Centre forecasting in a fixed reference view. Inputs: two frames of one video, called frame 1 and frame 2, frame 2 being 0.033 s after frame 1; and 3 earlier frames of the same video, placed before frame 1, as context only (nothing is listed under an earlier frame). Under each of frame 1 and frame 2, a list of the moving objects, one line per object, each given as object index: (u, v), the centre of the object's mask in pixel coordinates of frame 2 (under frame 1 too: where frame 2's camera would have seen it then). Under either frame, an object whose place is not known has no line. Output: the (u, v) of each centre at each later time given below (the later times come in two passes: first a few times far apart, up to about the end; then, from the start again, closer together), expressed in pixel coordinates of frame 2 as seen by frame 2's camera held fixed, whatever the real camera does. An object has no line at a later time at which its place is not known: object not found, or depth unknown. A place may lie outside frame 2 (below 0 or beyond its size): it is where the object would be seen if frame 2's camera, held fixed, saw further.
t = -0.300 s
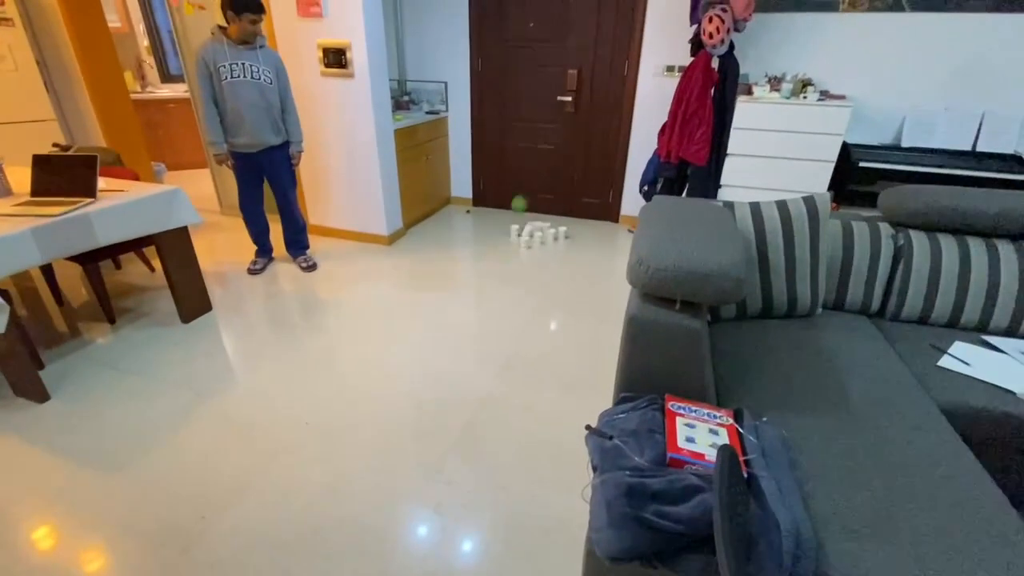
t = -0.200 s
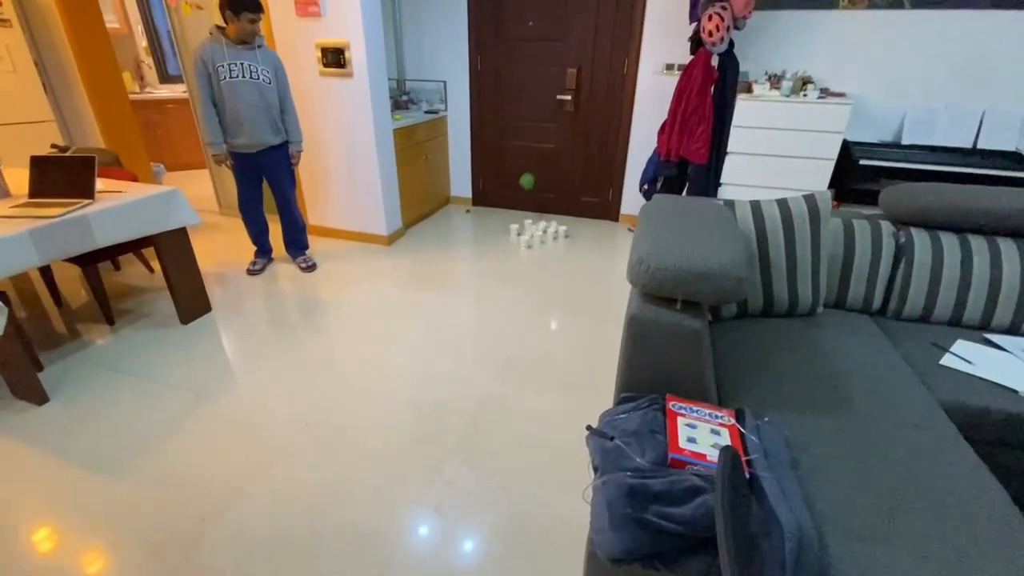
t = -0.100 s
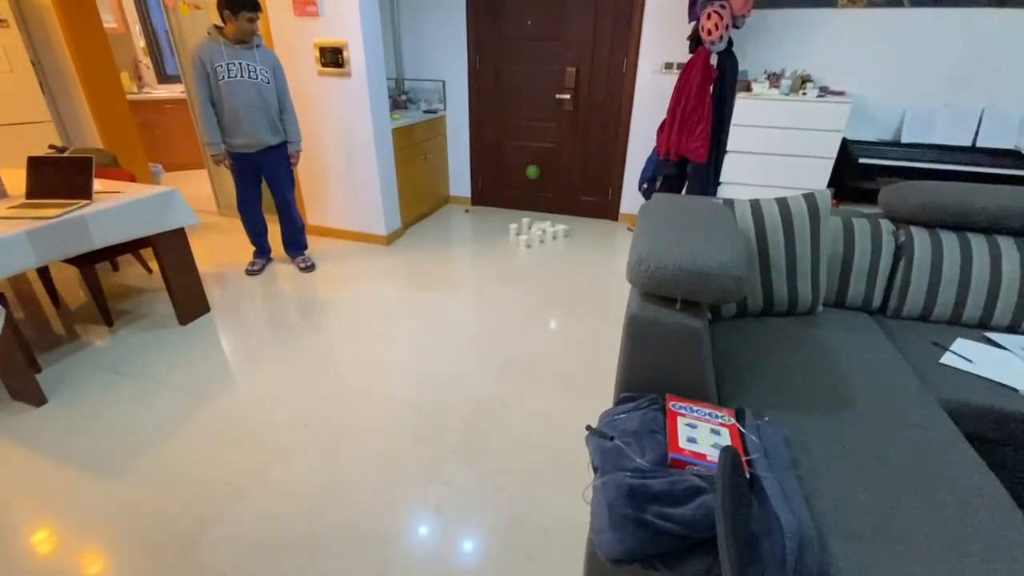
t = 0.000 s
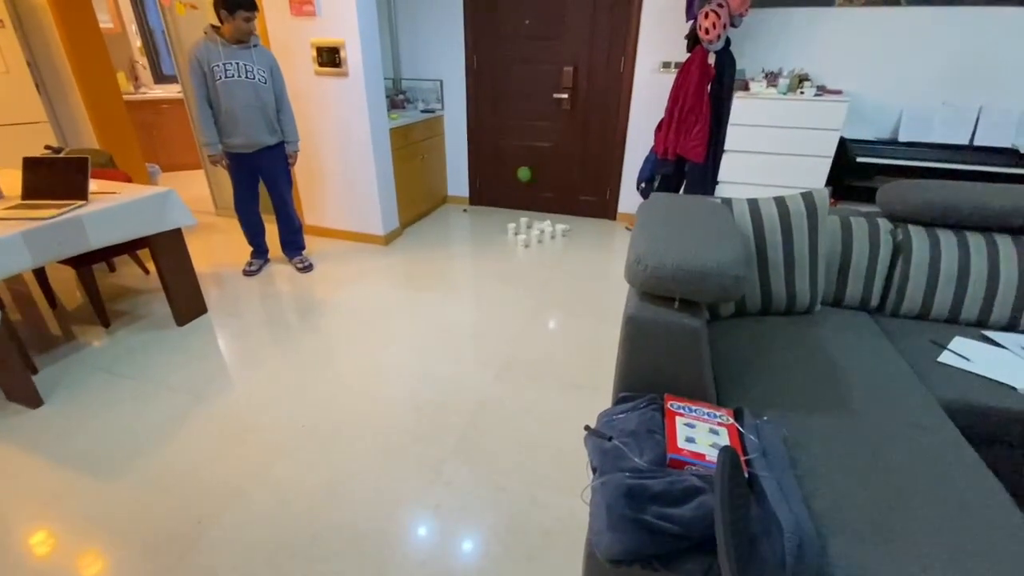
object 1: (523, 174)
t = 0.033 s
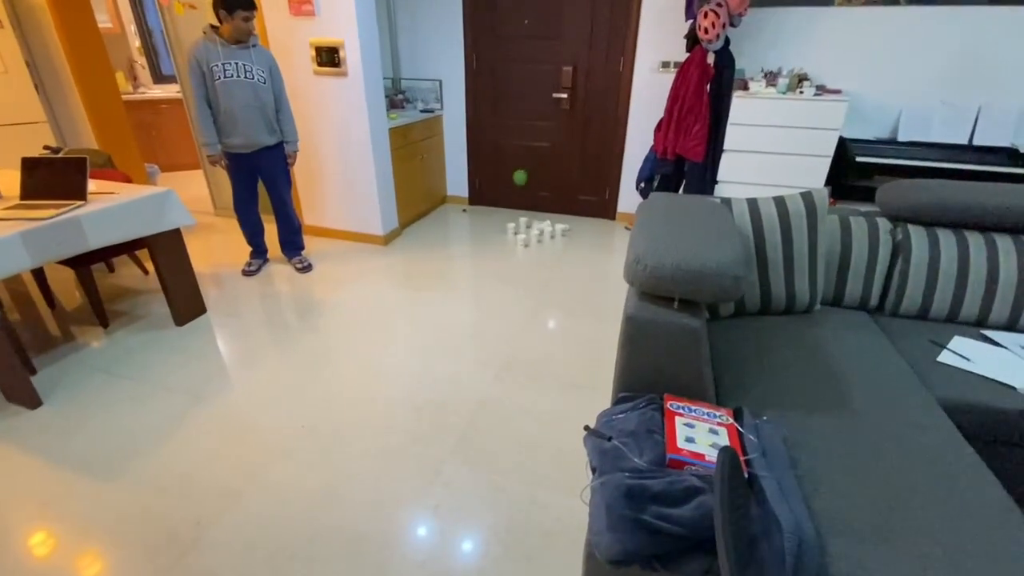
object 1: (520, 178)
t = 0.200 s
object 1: (504, 219)
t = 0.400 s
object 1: (491, 213)
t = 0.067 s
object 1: (516, 183)
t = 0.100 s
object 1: (513, 189)
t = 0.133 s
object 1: (508, 197)
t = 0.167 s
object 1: (506, 206)
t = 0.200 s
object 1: (504, 219)
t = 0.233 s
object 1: (499, 232)
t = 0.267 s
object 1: (497, 232)
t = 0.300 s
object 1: (495, 226)
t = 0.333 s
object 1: (494, 220)
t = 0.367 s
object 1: (493, 217)
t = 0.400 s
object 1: (491, 213)
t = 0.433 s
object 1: (490, 212)
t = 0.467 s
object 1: (488, 211)
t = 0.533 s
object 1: (483, 215)
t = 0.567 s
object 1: (478, 219)
